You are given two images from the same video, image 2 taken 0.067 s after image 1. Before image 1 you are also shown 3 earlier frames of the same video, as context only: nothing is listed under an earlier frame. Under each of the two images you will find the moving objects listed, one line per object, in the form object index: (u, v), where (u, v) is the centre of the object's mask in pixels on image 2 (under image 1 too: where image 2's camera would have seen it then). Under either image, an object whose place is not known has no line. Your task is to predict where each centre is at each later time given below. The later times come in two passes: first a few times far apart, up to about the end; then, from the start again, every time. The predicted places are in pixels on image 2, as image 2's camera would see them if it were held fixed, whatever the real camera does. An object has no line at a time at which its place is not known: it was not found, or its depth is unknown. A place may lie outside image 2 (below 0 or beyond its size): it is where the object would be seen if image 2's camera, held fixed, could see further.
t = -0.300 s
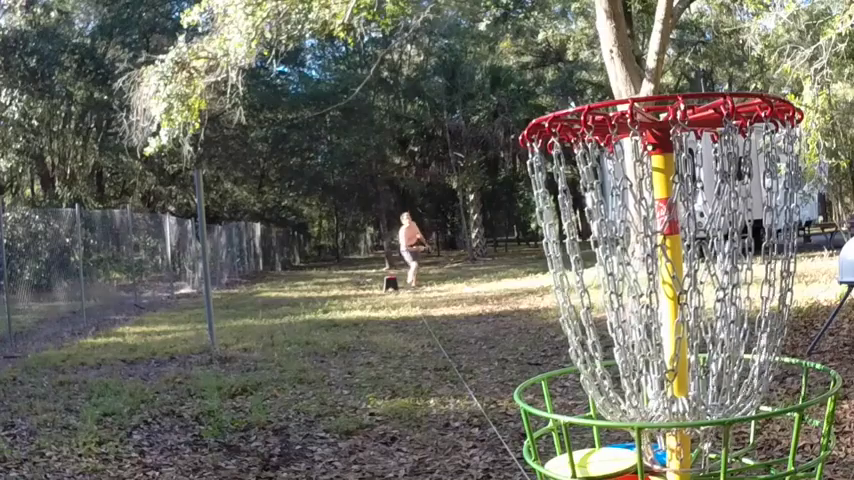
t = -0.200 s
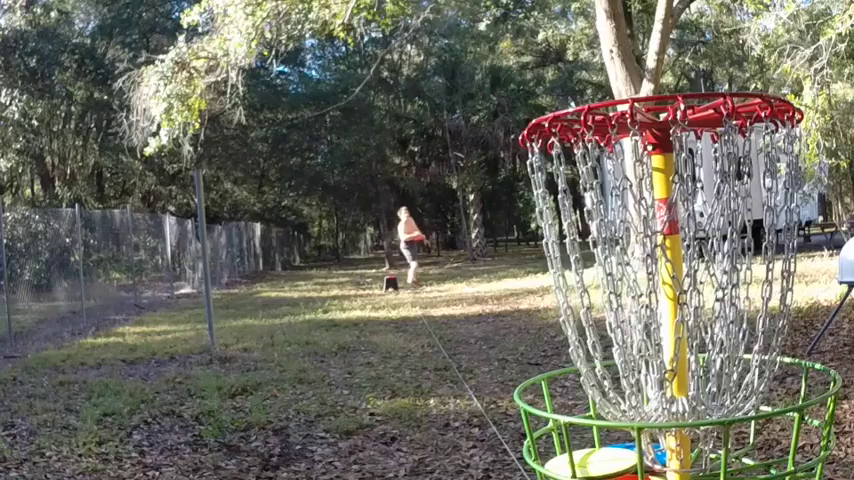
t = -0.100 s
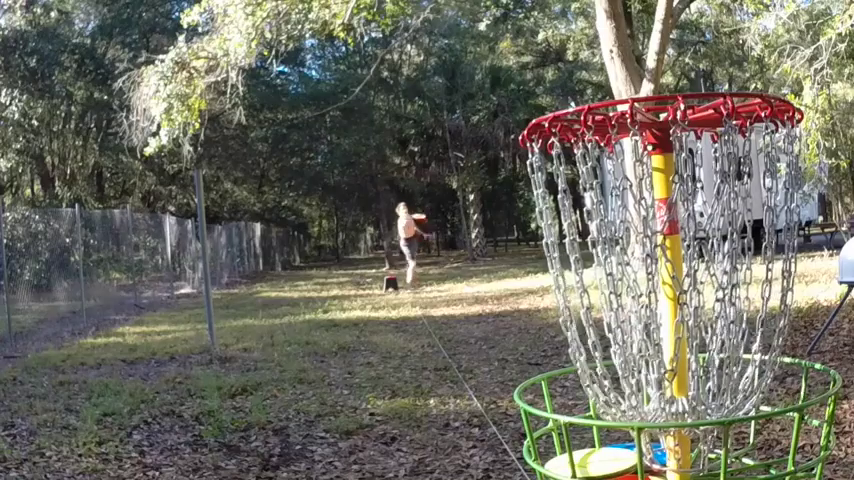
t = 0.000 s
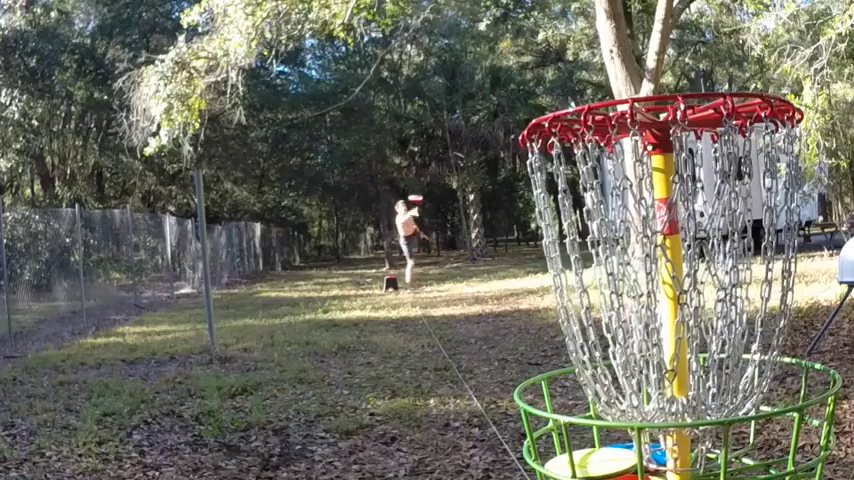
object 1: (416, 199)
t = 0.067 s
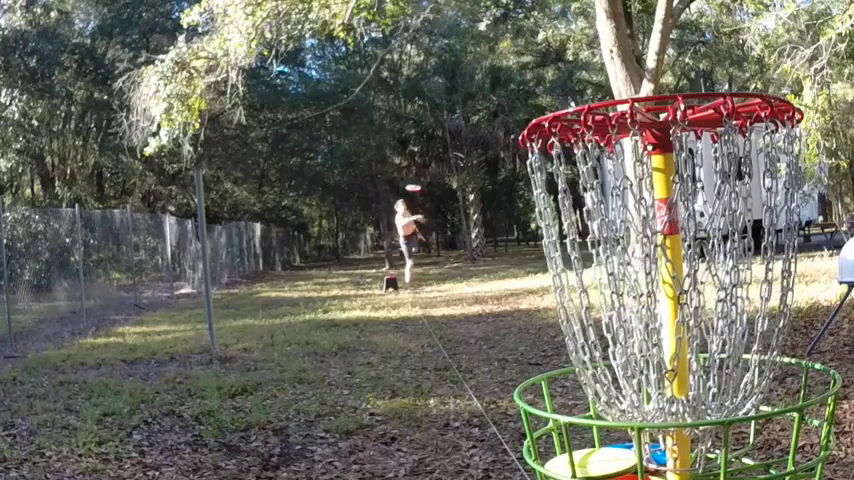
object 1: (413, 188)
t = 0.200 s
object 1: (408, 172)
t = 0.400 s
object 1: (402, 156)
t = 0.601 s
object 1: (396, 147)
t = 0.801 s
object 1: (395, 143)
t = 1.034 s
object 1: (416, 147)
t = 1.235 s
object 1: (501, 179)
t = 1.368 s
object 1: (623, 235)
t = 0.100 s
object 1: (412, 184)
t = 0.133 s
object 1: (411, 180)
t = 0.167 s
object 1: (409, 175)
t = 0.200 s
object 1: (408, 172)
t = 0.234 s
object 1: (408, 169)
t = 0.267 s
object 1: (407, 166)
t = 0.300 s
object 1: (406, 164)
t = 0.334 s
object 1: (404, 161)
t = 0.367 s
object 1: (403, 159)
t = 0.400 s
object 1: (402, 156)
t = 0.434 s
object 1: (401, 154)
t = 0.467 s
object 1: (400, 153)
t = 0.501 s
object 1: (399, 151)
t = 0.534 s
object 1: (398, 150)
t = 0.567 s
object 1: (397, 149)
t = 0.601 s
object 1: (396, 147)
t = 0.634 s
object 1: (396, 146)
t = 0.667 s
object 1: (396, 145)
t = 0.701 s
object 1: (395, 144)
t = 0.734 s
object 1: (395, 143)
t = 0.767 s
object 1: (395, 143)
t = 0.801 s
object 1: (395, 143)
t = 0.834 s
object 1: (396, 142)
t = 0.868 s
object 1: (398, 143)
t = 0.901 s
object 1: (399, 143)
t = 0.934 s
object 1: (402, 143)
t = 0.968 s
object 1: (405, 144)
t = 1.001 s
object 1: (409, 145)
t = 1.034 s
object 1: (416, 147)
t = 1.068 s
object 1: (423, 149)
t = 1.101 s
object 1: (432, 153)
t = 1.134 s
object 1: (444, 157)
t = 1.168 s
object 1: (459, 162)
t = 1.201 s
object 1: (479, 170)
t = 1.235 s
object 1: (501, 179)
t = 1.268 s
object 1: (524, 188)
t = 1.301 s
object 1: (571, 207)
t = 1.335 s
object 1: (608, 218)
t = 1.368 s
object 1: (623, 235)
